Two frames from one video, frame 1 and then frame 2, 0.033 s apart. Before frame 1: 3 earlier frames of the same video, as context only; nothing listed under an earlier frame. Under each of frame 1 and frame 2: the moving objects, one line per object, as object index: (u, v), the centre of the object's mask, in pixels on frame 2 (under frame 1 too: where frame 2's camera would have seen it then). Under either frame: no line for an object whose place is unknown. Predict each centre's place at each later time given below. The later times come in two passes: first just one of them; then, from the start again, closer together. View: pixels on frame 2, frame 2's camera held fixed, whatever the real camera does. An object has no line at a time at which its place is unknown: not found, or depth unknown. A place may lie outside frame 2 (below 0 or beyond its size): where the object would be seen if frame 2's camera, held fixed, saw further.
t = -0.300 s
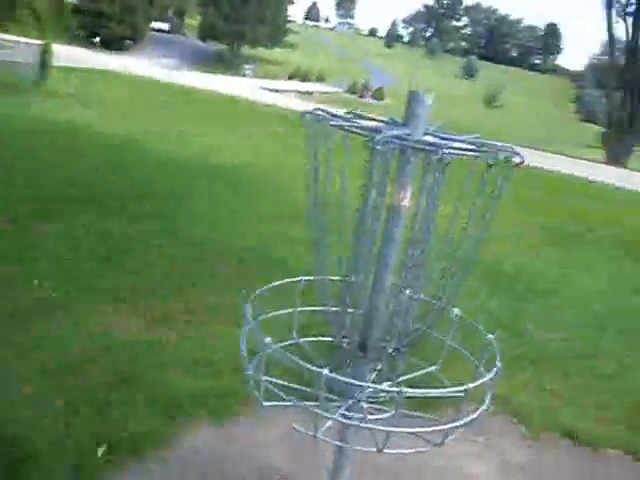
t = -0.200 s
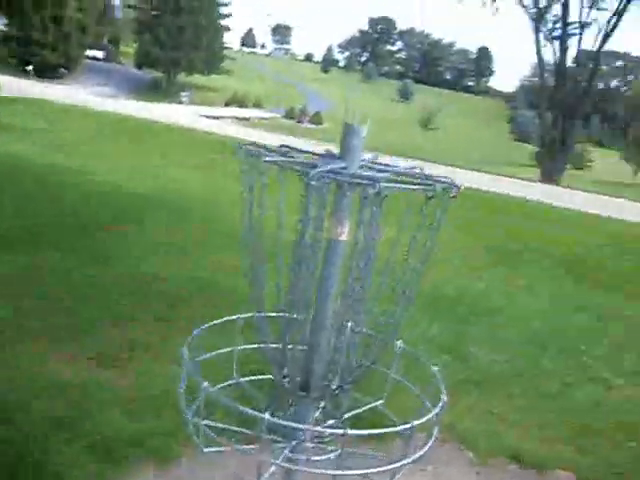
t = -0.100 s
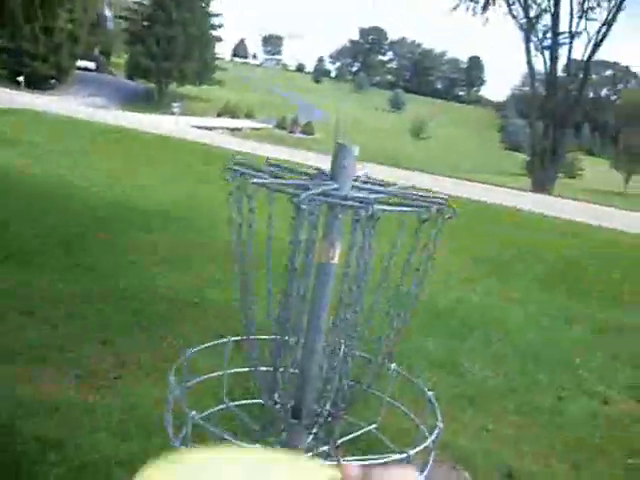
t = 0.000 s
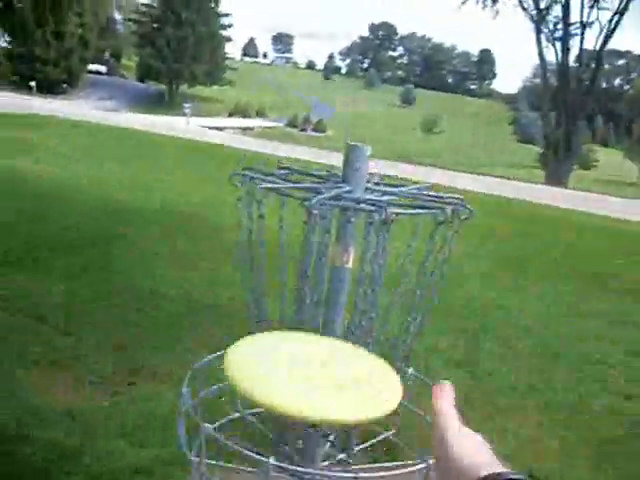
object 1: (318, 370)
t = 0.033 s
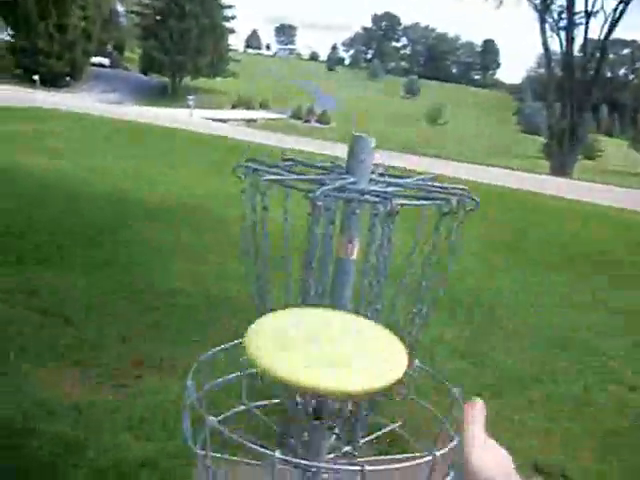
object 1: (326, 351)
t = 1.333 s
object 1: (353, 502)
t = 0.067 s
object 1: (332, 340)
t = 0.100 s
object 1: (336, 337)
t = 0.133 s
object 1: (338, 339)
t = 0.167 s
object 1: (339, 346)
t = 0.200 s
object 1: (338, 357)
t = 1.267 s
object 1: (353, 503)
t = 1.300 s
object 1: (352, 501)
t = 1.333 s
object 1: (353, 502)
